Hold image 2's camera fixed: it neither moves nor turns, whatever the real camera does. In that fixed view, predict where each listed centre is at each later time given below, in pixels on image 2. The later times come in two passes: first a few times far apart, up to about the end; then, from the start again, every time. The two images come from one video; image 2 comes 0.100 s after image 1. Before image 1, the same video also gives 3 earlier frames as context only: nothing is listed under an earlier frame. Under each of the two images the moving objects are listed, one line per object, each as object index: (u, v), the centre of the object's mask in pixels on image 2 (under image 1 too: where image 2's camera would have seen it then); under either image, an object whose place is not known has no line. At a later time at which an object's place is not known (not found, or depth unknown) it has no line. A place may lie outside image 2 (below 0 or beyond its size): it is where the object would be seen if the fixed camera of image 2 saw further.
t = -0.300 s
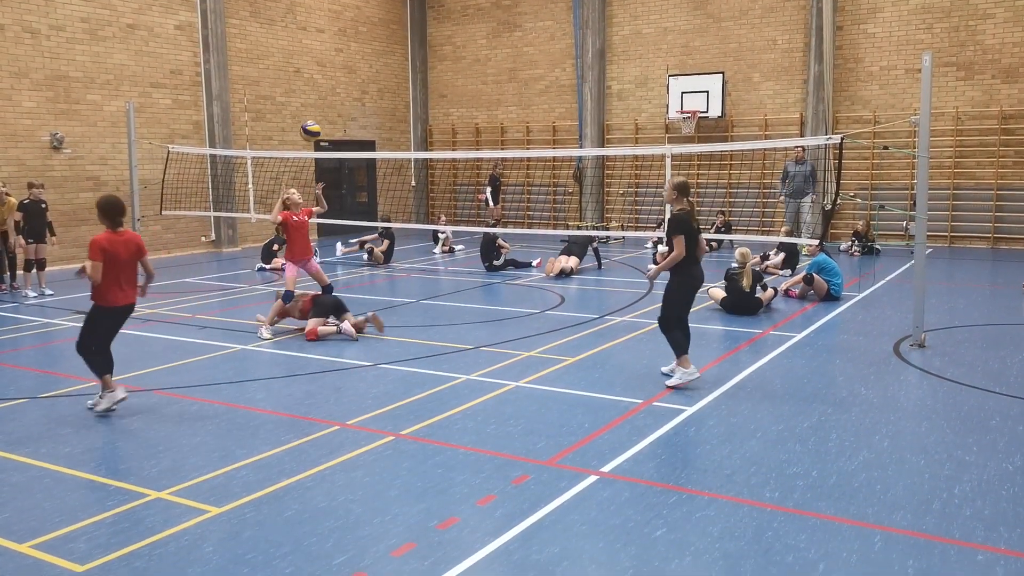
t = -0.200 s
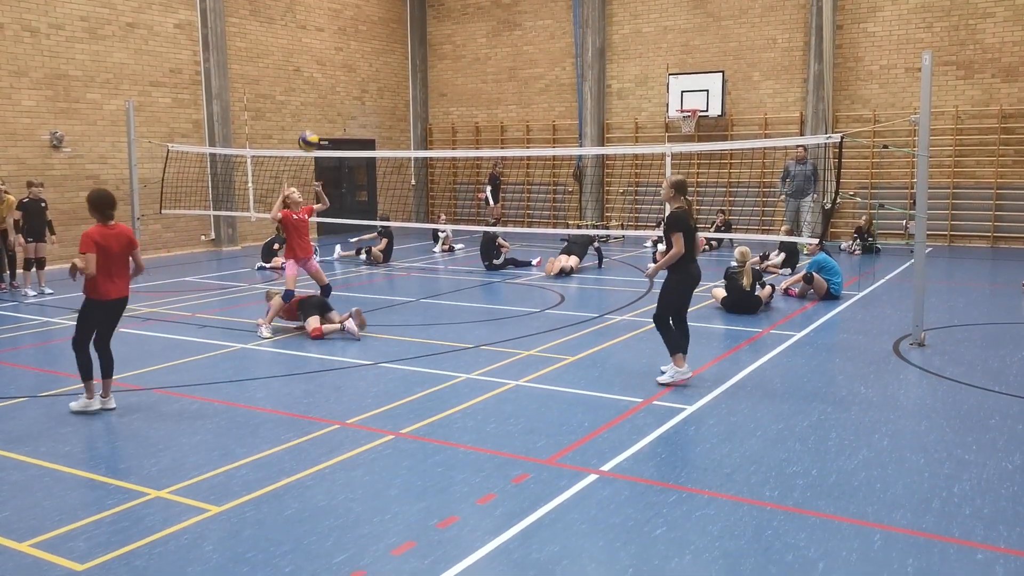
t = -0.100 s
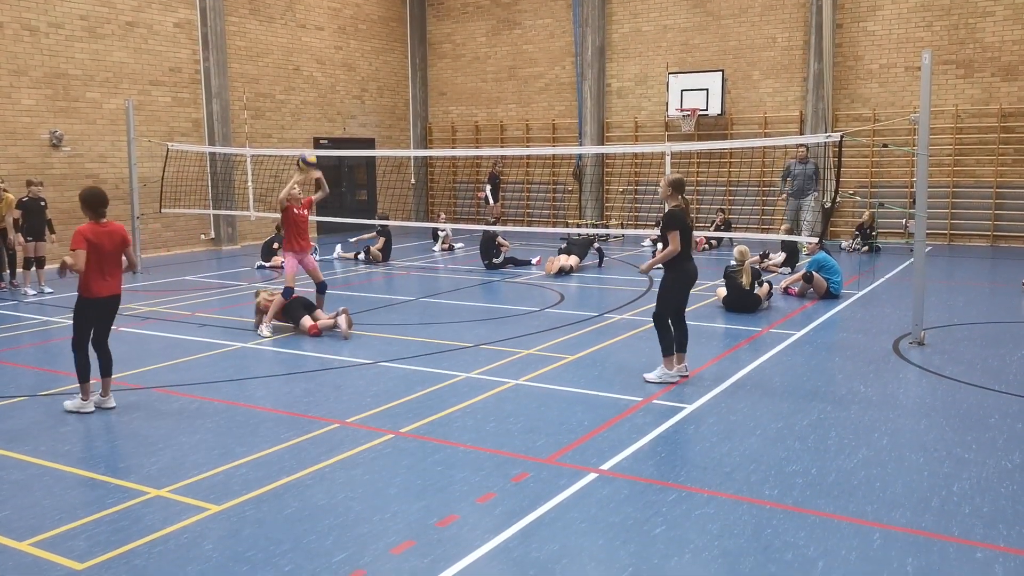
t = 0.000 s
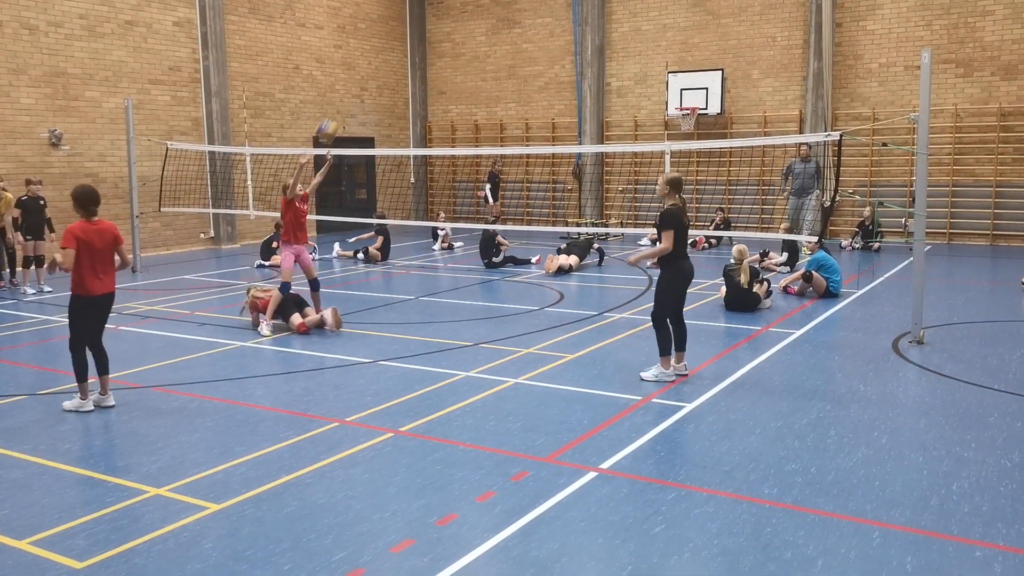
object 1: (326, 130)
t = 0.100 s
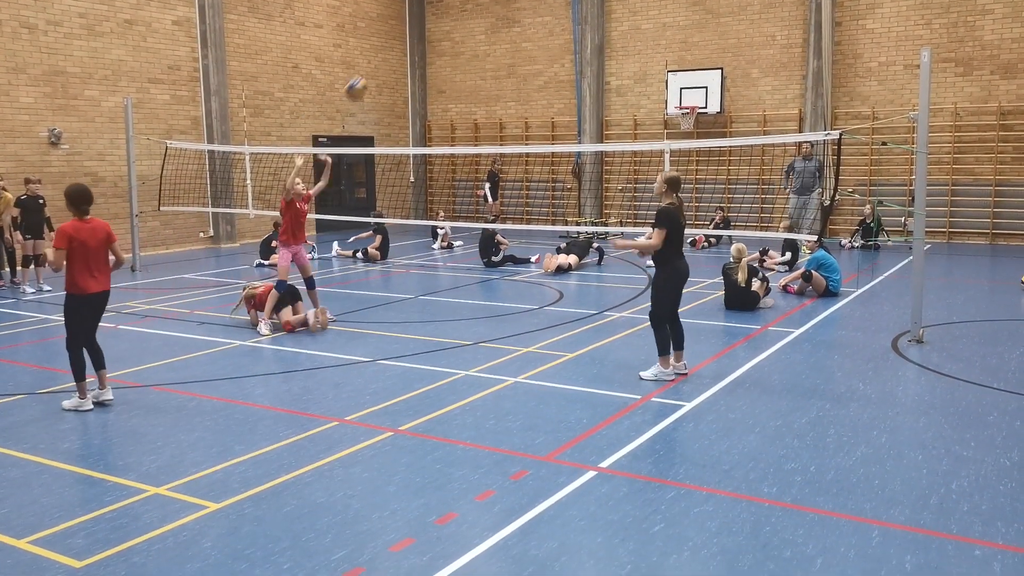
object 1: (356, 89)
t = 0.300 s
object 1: (420, 33)
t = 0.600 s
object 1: (525, 31)
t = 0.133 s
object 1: (366, 77)
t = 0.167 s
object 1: (377, 66)
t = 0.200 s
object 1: (387, 56)
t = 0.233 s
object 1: (398, 48)
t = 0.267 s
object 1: (409, 39)
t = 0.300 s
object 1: (420, 33)
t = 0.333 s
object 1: (431, 28)
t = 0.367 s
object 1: (441, 24)
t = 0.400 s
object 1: (453, 21)
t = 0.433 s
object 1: (465, 20)
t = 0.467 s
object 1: (476, 19)
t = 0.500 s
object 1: (489, 20)
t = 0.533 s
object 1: (501, 22)
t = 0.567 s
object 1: (512, 26)
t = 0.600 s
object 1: (525, 31)
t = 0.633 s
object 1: (537, 38)
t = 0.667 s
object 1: (550, 45)
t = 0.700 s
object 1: (562, 54)
